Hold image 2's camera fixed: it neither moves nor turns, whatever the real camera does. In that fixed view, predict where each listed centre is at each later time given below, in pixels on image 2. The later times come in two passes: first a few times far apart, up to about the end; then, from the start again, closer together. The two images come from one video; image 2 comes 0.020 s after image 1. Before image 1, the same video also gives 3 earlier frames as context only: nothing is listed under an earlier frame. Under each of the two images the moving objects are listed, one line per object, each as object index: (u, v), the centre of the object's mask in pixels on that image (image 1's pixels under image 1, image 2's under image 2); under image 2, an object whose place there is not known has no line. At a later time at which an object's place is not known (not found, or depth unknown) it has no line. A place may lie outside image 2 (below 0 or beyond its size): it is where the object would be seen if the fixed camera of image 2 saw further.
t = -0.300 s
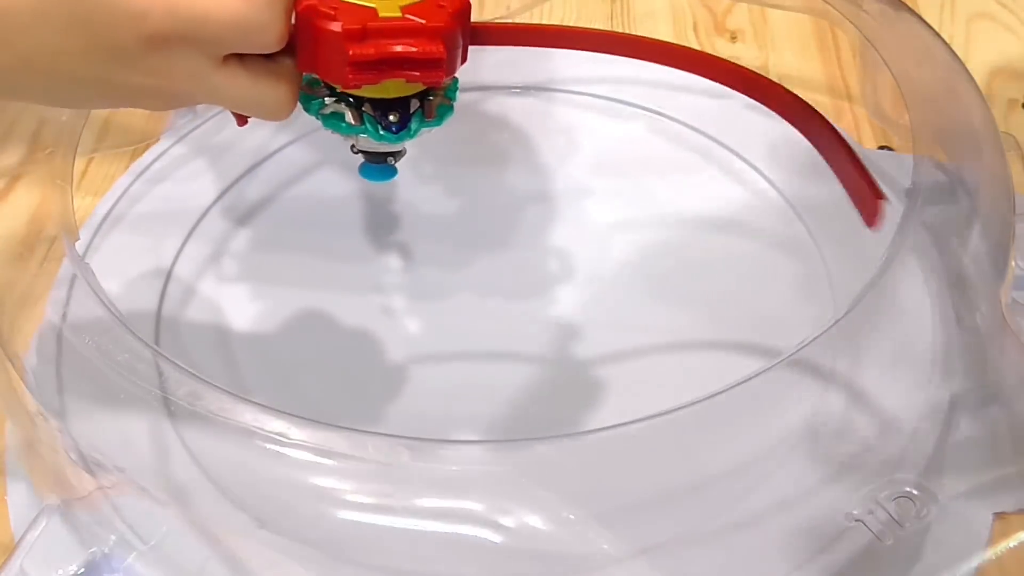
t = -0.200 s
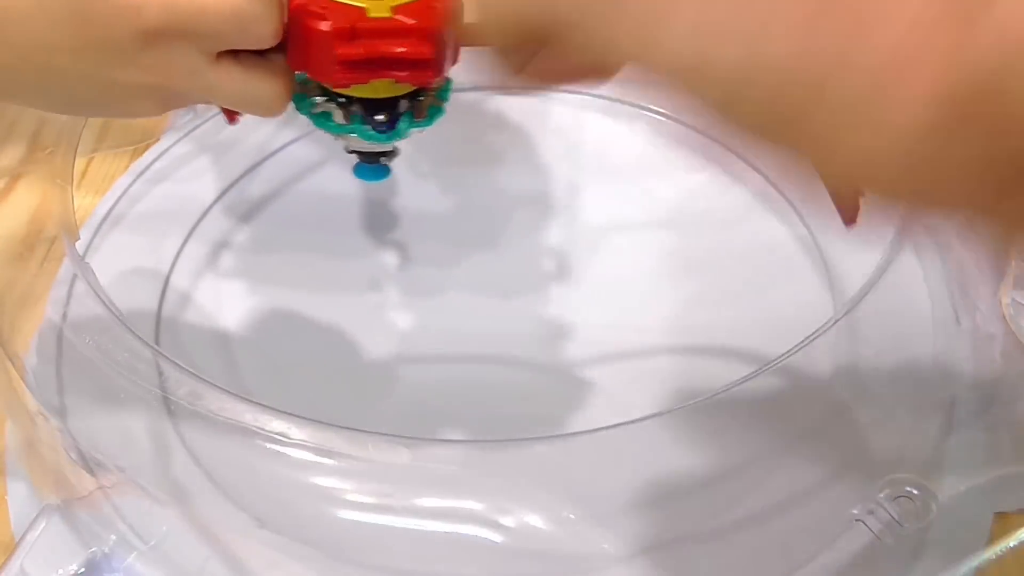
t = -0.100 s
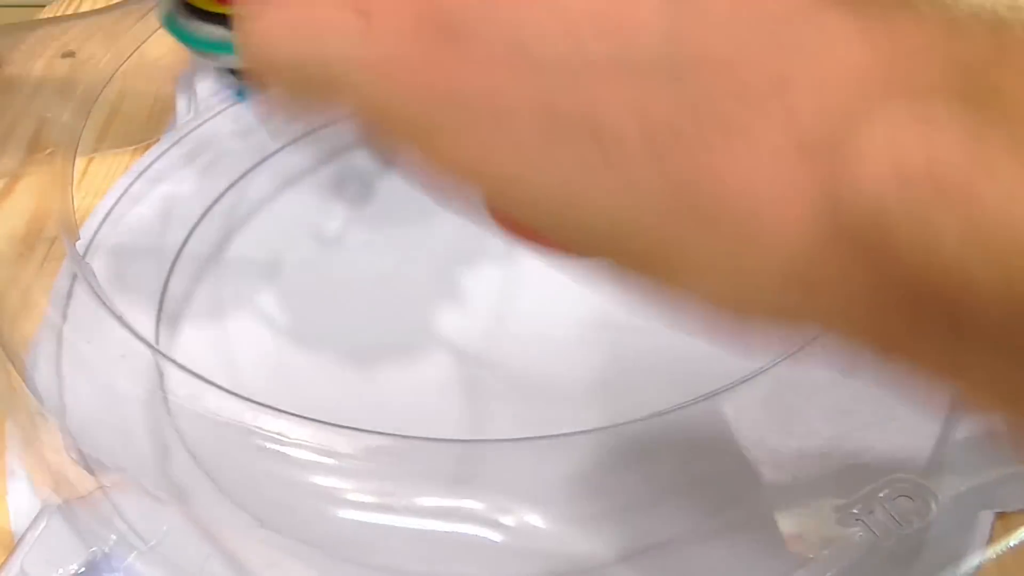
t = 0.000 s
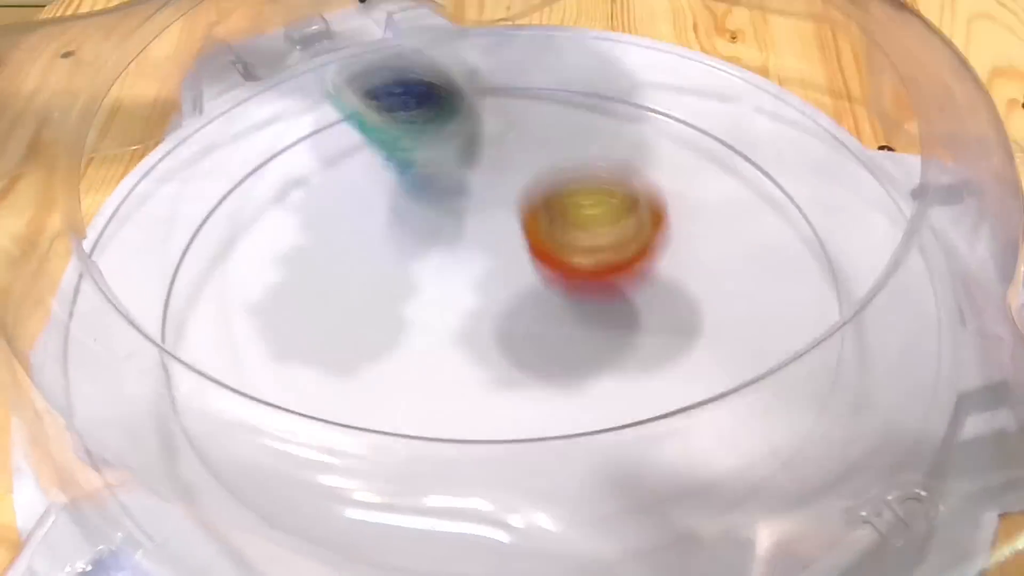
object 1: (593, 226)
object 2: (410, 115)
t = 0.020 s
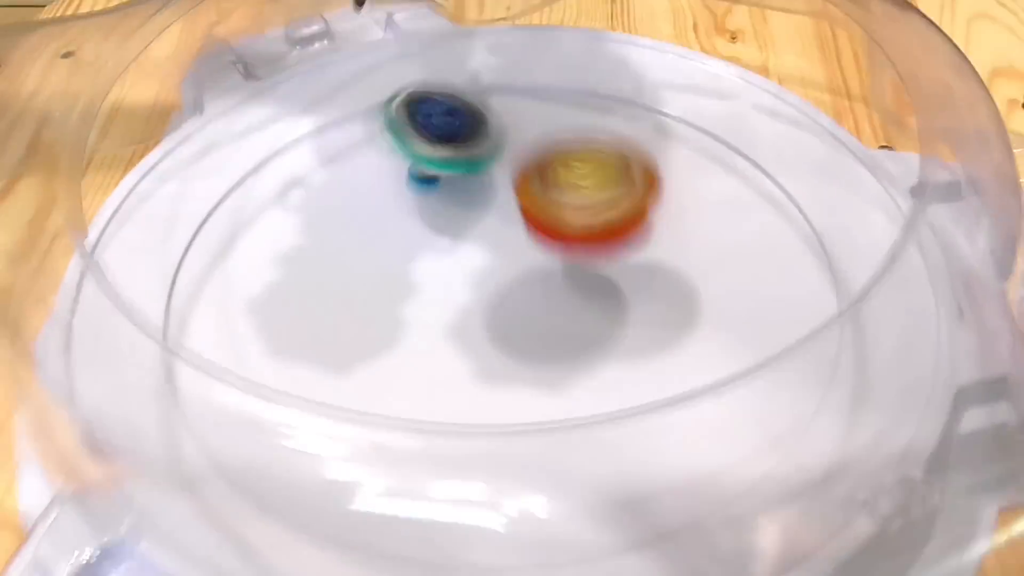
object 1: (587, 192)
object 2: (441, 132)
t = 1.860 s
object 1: (307, 88)
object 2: (412, 161)
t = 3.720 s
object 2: (433, 167)
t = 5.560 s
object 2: (452, 159)
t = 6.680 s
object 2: (452, 162)
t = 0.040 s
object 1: (575, 169)
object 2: (434, 134)
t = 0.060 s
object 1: (569, 155)
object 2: (436, 131)
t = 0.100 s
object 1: (553, 148)
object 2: (433, 131)
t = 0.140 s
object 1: (596, 173)
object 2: (436, 132)
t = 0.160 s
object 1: (624, 172)
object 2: (435, 132)
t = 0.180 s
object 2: (434, 131)
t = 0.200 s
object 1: (679, 179)
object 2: (434, 132)
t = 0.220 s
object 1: (706, 187)
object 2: (433, 132)
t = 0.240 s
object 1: (729, 195)
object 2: (433, 132)
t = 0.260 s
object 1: (752, 207)
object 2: (433, 132)
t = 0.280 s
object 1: (772, 222)
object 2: (433, 132)
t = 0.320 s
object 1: (801, 256)
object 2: (432, 132)
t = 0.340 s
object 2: (431, 132)
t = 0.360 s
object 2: (431, 132)
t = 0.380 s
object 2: (431, 132)
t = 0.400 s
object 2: (430, 132)
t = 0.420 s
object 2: (430, 132)
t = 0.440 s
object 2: (430, 132)
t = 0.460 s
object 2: (430, 133)
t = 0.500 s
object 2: (429, 133)
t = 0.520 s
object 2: (428, 133)
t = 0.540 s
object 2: (428, 133)
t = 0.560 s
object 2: (428, 133)
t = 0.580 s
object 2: (428, 133)
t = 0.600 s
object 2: (427, 133)
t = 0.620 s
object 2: (427, 133)
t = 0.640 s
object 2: (427, 133)
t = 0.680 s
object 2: (426, 133)
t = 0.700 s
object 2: (426, 134)
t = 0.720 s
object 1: (169, 322)
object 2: (426, 134)
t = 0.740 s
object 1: (168, 288)
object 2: (424, 134)
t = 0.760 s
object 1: (175, 256)
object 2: (425, 134)
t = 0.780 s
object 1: (183, 225)
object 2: (424, 134)
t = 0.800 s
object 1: (199, 193)
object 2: (423, 134)
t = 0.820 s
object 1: (222, 166)
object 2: (423, 135)
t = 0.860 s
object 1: (276, 120)
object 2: (422, 135)
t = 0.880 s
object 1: (308, 100)
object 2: (423, 136)
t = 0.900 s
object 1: (335, 73)
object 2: (421, 140)
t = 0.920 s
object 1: (361, 51)
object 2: (418, 137)
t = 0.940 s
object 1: (384, 44)
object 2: (421, 136)
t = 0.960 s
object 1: (410, 39)
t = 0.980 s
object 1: (443, 37)
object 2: (416, 138)
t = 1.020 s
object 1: (509, 38)
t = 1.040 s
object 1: (543, 39)
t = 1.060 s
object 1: (575, 40)
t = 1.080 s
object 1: (605, 42)
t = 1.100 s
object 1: (637, 46)
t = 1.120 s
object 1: (670, 51)
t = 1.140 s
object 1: (699, 59)
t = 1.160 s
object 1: (728, 73)
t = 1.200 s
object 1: (781, 110)
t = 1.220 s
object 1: (803, 131)
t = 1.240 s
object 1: (822, 157)
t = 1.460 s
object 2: (412, 145)
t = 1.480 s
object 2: (411, 145)
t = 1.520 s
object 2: (411, 146)
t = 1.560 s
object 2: (411, 147)
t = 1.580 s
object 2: (411, 147)
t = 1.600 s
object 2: (410, 147)
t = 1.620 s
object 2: (411, 148)
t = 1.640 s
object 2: (410, 149)
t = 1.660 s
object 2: (410, 149)
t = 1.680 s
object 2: (411, 150)
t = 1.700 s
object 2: (410, 150)
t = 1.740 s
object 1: (181, 240)
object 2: (410, 151)
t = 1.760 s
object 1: (194, 210)
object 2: (410, 151)
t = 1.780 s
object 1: (213, 181)
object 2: (410, 152)
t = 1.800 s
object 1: (235, 158)
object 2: (410, 152)
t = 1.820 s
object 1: (260, 136)
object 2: (410, 152)
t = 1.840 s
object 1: (289, 115)
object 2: (411, 153)
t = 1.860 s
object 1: (307, 88)
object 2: (412, 161)
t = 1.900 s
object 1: (338, 45)
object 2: (409, 157)
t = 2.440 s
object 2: (434, 169)
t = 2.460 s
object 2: (436, 168)
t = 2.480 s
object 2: (439, 168)
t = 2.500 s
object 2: (440, 168)
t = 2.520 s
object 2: (442, 168)
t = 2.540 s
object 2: (444, 168)
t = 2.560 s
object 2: (445, 168)
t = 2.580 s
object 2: (446, 169)
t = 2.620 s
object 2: (448, 168)
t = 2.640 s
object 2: (449, 168)
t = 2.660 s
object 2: (450, 168)
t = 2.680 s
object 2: (450, 168)
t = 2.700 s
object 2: (451, 167)
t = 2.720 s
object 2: (451, 167)
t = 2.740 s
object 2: (451, 167)
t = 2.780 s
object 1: (268, 186)
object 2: (452, 166)
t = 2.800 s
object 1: (294, 173)
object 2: (452, 166)
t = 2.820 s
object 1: (320, 163)
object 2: (452, 165)
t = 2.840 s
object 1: (332, 147)
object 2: (459, 168)
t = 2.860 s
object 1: (338, 133)
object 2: (460, 159)
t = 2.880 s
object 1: (349, 122)
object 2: (464, 160)
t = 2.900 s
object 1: (362, 111)
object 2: (465, 158)
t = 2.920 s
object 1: (374, 101)
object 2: (466, 158)
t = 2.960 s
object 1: (383, 80)
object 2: (465, 153)
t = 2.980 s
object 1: (391, 72)
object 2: (465, 153)
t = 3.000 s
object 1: (403, 66)
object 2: (464, 152)
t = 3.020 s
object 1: (411, 62)
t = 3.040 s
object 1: (417, 59)
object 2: (457, 156)
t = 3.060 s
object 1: (425, 57)
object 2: (451, 154)
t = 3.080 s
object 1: (433, 56)
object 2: (446, 153)
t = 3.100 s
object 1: (444, 56)
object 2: (439, 154)
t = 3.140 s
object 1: (473, 58)
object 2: (431, 148)
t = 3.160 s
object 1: (491, 65)
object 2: (433, 151)
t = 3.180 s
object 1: (508, 73)
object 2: (430, 154)
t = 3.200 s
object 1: (524, 82)
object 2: (427, 152)
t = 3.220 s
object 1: (541, 95)
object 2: (429, 151)
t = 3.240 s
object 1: (555, 109)
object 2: (431, 152)
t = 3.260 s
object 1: (568, 127)
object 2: (428, 156)
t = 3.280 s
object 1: (578, 148)
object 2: (426, 155)
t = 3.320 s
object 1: (591, 188)
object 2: (429, 155)
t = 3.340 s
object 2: (427, 158)
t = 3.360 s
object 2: (425, 157)
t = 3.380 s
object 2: (427, 156)
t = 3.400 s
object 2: (428, 158)
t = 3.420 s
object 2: (427, 160)
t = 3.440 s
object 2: (425, 160)
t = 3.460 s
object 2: (426, 159)
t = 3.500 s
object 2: (427, 162)
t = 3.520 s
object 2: (426, 162)
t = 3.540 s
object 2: (427, 161)
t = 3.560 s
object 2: (429, 163)
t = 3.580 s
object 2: (428, 164)
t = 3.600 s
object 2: (427, 164)
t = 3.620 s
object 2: (428, 164)
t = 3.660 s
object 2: (430, 166)
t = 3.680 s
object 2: (430, 165)
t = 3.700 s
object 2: (432, 166)
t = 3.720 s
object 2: (433, 167)
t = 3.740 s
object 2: (434, 167)
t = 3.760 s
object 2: (436, 166)
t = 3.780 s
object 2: (438, 168)
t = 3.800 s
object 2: (440, 168)
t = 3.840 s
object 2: (443, 168)
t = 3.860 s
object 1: (212, 293)
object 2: (445, 169)
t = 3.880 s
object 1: (212, 283)
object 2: (447, 168)
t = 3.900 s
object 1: (216, 272)
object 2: (448, 168)
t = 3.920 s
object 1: (224, 259)
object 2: (449, 168)
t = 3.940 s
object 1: (237, 248)
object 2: (450, 168)
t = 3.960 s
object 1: (254, 239)
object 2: (451, 167)
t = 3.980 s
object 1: (273, 232)
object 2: (452, 168)
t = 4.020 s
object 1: (318, 224)
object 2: (453, 167)
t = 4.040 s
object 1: (342, 224)
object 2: (454, 167)
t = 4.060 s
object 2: (463, 165)
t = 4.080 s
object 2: (465, 160)
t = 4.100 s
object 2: (465, 154)
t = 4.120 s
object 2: (464, 146)
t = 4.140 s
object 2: (464, 145)
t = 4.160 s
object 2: (463, 143)
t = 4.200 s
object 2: (460, 141)
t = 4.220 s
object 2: (457, 140)
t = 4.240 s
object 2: (457, 139)
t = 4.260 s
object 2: (456, 139)
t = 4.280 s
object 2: (456, 140)
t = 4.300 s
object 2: (453, 139)
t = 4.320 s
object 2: (452, 139)
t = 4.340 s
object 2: (451, 138)
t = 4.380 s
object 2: (449, 139)
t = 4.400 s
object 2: (449, 139)
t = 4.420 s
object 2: (446, 138)
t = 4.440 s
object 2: (447, 139)
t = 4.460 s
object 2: (445, 139)
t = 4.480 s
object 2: (446, 141)
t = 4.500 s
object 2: (443, 141)
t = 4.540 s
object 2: (441, 142)
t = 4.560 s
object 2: (441, 143)
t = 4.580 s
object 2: (439, 143)
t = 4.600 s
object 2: (439, 145)
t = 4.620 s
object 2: (436, 145)
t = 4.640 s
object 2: (436, 147)
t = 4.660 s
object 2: (434, 147)
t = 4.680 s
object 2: (435, 148)
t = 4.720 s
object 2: (433, 150)
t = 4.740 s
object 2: (431, 150)
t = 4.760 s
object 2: (432, 152)
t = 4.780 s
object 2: (431, 152)
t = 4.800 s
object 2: (431, 154)
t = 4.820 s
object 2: (430, 154)
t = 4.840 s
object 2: (430, 155)
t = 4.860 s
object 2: (430, 156)
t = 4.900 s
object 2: (430, 158)
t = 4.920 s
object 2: (431, 159)
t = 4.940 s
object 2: (430, 159)
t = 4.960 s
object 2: (432, 161)
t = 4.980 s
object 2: (431, 161)
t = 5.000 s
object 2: (433, 163)
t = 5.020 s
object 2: (433, 163)
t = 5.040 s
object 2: (435, 164)
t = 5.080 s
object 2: (436, 165)
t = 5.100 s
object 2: (436, 165)
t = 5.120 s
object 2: (439, 165)
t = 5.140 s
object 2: (440, 166)
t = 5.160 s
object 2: (443, 165)
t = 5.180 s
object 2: (444, 166)
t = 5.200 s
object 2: (446, 164)
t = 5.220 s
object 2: (448, 166)
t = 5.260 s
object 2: (451, 166)
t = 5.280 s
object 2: (451, 165)
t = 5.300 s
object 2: (453, 165)
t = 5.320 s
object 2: (453, 165)
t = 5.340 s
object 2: (453, 163)
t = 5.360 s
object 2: (453, 164)
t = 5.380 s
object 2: (453, 162)
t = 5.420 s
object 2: (453, 162)
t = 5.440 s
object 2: (455, 162)
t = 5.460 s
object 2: (453, 162)
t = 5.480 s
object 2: (453, 159)
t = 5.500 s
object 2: (453, 161)
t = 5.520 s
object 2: (452, 159)
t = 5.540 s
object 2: (454, 159)
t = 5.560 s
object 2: (452, 159)
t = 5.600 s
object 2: (452, 159)
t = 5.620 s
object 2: (450, 158)
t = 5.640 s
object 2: (452, 159)
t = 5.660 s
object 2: (450, 159)
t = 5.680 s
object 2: (450, 158)
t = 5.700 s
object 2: (450, 159)
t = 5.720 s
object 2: (448, 158)
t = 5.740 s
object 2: (450, 159)
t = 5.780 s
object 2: (447, 157)
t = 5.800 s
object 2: (446, 157)
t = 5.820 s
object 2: (443, 157)
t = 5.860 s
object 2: (441, 167)
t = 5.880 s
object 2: (441, 160)
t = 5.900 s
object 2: (445, 159)
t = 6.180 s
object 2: (451, 163)
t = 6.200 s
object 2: (450, 160)
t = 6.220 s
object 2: (450, 160)
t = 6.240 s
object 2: (450, 159)
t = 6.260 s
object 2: (452, 159)
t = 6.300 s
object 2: (449, 162)
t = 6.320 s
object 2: (449, 161)
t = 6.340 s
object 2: (448, 160)
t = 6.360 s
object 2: (449, 160)
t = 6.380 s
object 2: (451, 161)
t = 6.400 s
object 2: (449, 162)
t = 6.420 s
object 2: (448, 161)
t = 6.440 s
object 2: (448, 162)
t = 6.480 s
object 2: (448, 160)
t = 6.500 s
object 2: (450, 162)
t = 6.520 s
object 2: (448, 163)
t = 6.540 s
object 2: (448, 162)
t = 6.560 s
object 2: (449, 164)
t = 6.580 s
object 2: (448, 162)
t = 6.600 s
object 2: (449, 161)
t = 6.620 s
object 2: (451, 163)
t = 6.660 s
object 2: (450, 162)
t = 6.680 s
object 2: (452, 162)
